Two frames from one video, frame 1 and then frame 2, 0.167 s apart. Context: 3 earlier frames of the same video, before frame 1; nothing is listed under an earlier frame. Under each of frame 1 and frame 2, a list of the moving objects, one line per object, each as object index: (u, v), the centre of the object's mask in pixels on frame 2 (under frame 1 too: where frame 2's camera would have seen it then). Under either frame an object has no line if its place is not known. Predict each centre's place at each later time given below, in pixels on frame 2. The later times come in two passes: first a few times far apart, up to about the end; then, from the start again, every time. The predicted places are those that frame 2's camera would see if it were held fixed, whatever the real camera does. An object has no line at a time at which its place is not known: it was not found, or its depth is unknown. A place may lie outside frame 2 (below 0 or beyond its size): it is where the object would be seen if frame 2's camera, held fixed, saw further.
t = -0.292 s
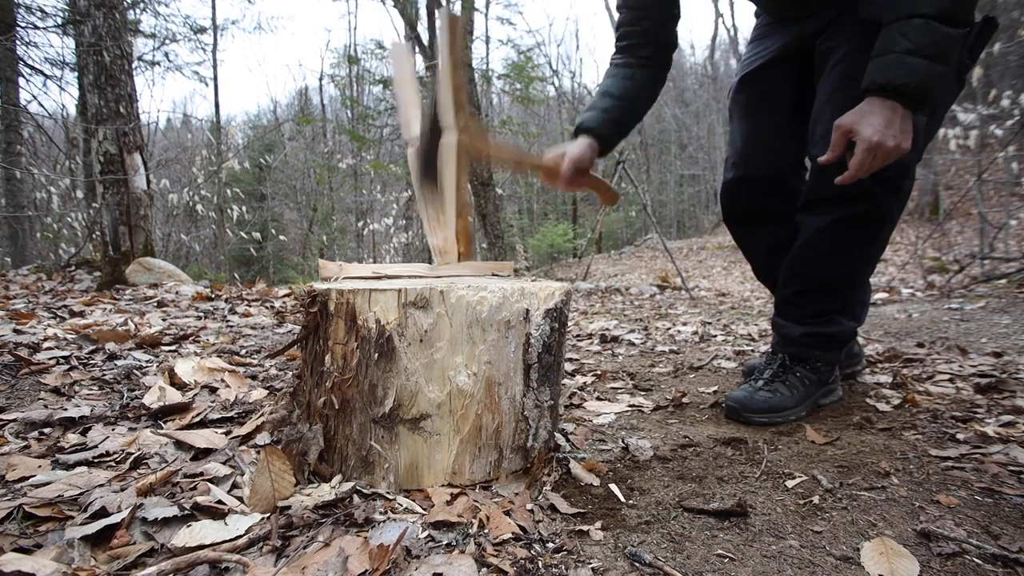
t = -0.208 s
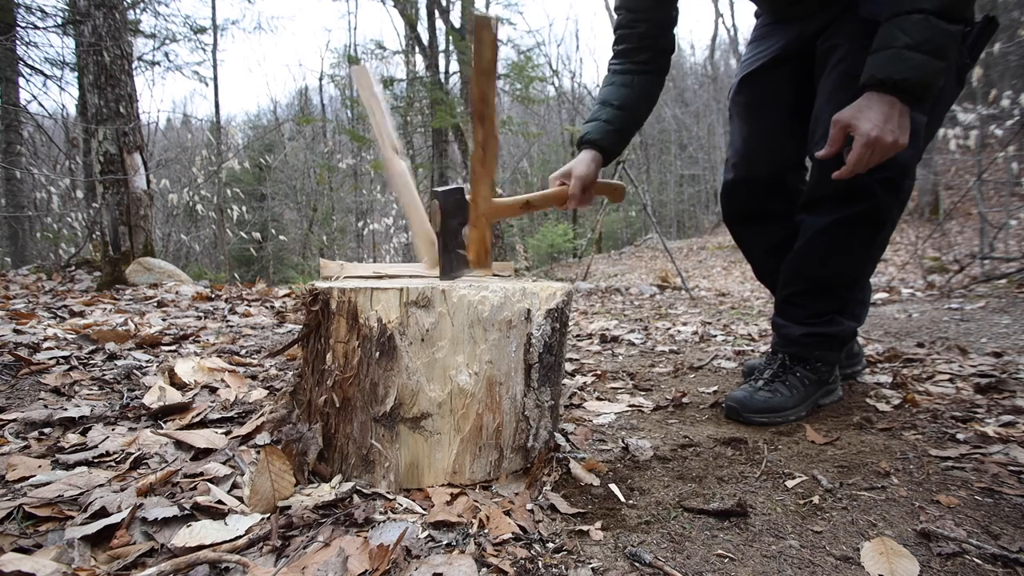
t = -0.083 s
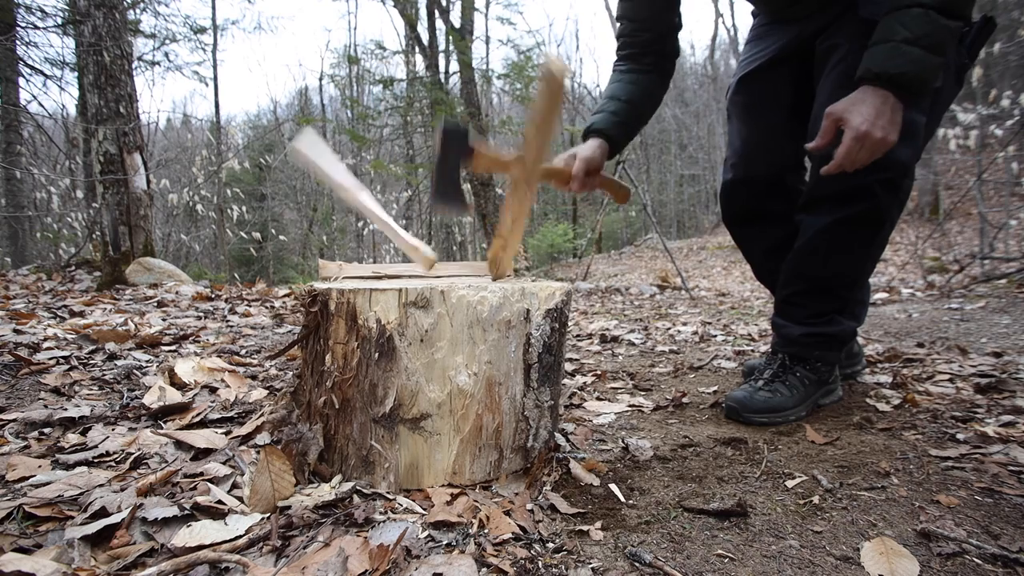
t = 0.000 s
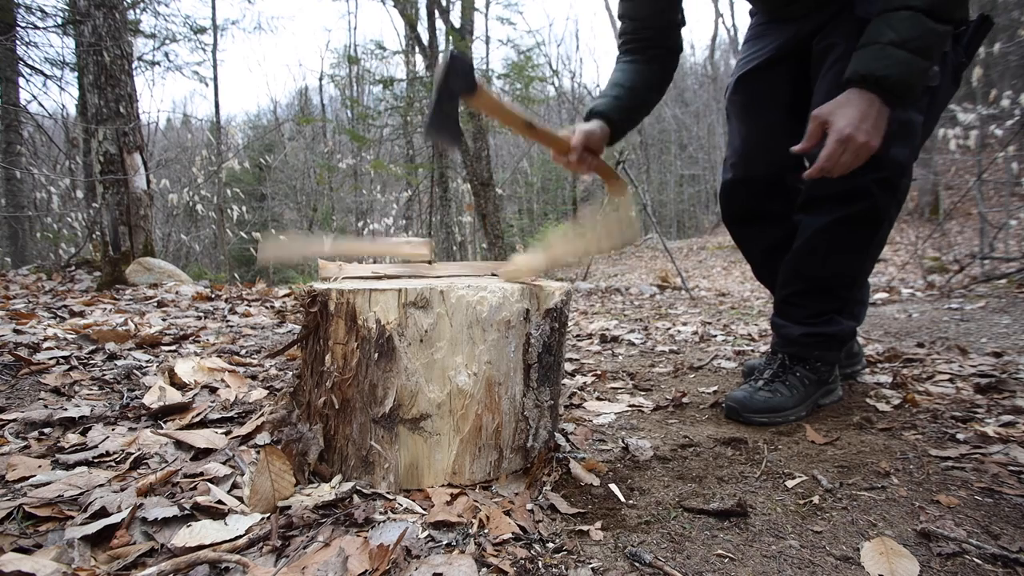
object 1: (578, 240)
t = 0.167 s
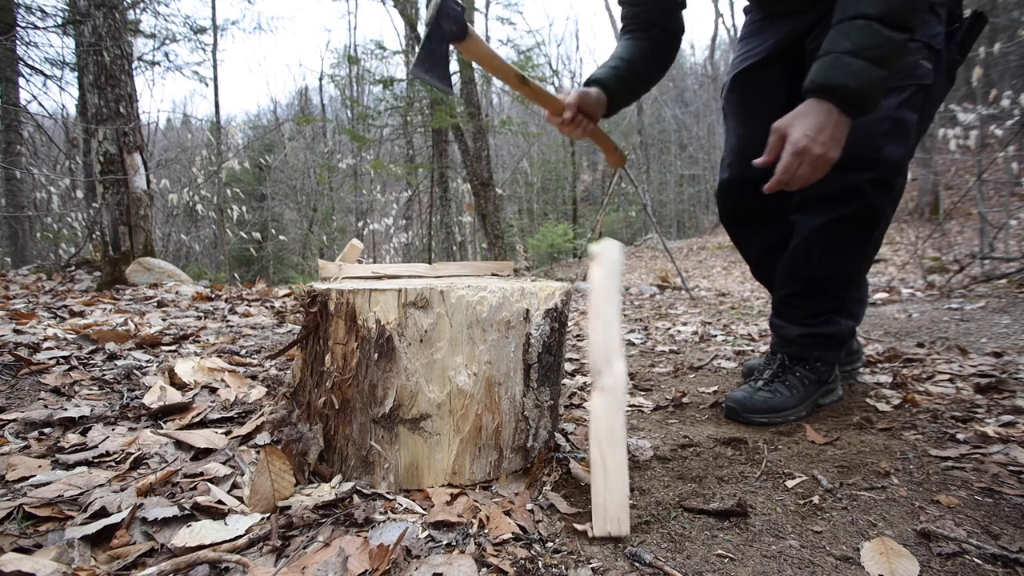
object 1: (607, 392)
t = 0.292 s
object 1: (634, 415)
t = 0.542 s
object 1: (670, 465)
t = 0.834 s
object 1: (673, 464)
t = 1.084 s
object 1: (673, 465)
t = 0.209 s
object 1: (618, 397)
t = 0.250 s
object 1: (627, 403)
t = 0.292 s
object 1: (634, 415)
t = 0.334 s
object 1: (640, 432)
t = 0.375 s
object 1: (645, 451)
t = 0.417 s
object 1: (649, 463)
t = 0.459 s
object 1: (658, 452)
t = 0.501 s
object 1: (668, 450)
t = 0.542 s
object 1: (670, 465)
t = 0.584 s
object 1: (674, 463)
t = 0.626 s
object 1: (674, 465)
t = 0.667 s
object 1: (673, 464)
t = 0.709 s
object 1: (673, 464)
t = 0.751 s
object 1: (673, 464)
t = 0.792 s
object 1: (673, 464)
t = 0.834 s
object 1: (673, 464)
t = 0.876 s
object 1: (673, 464)
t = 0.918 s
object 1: (673, 464)
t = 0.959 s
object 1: (673, 464)
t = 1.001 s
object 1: (673, 465)
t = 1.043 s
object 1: (673, 465)
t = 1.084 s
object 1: (673, 465)
